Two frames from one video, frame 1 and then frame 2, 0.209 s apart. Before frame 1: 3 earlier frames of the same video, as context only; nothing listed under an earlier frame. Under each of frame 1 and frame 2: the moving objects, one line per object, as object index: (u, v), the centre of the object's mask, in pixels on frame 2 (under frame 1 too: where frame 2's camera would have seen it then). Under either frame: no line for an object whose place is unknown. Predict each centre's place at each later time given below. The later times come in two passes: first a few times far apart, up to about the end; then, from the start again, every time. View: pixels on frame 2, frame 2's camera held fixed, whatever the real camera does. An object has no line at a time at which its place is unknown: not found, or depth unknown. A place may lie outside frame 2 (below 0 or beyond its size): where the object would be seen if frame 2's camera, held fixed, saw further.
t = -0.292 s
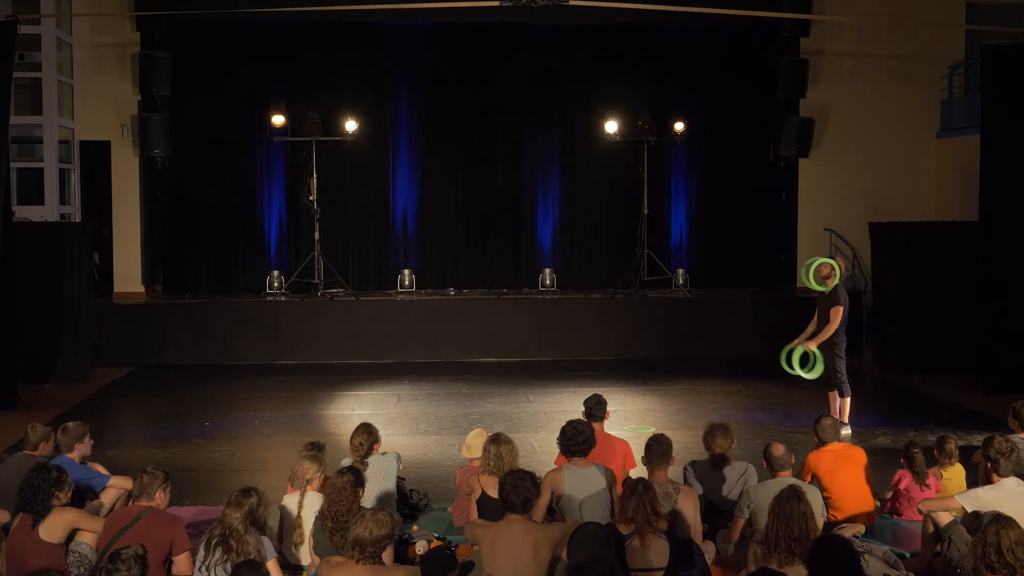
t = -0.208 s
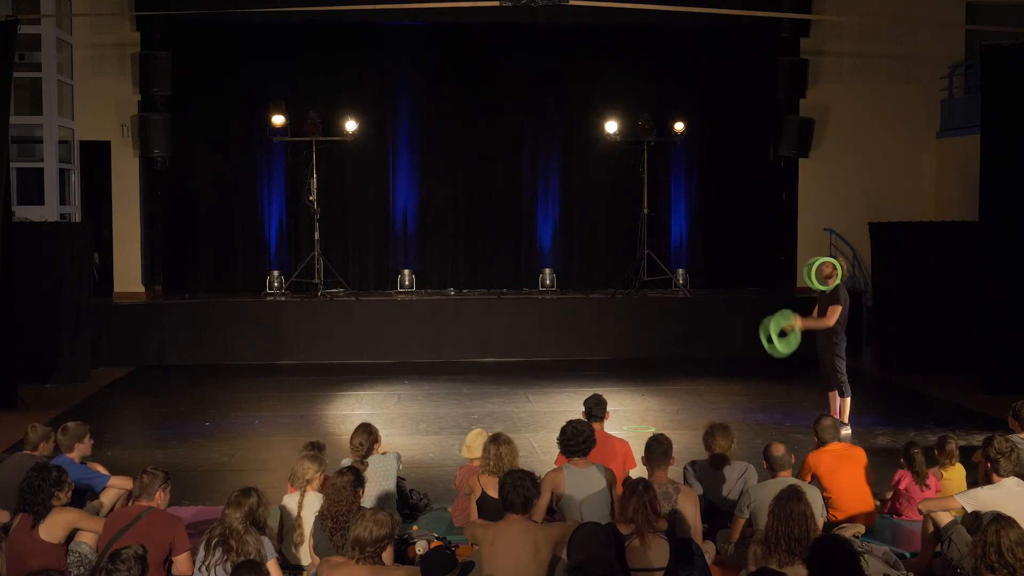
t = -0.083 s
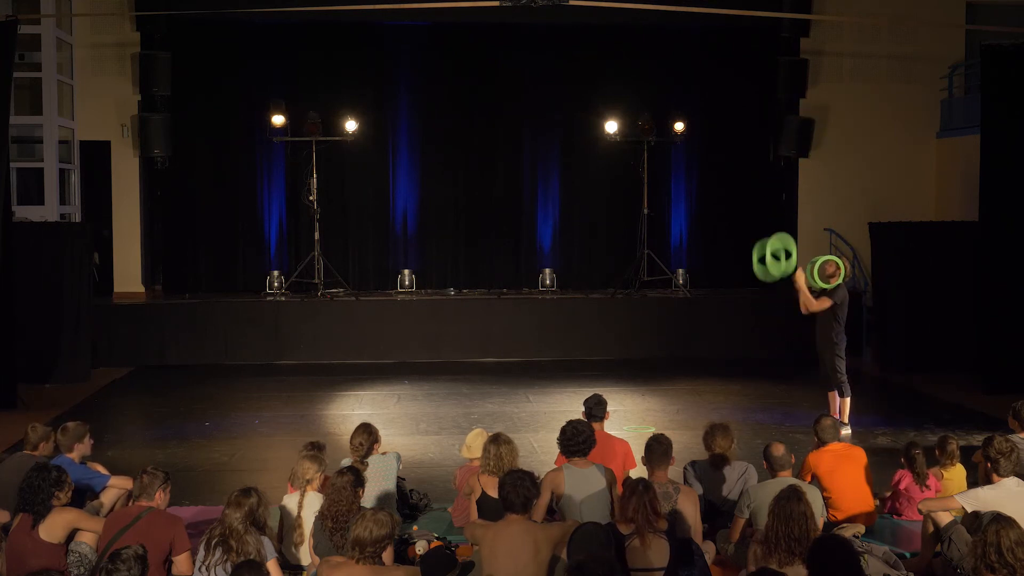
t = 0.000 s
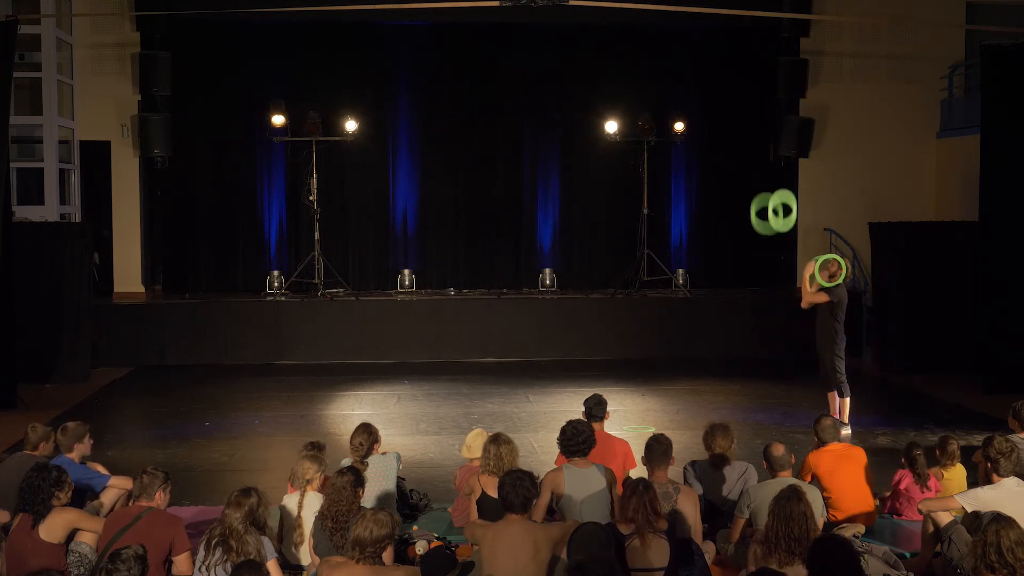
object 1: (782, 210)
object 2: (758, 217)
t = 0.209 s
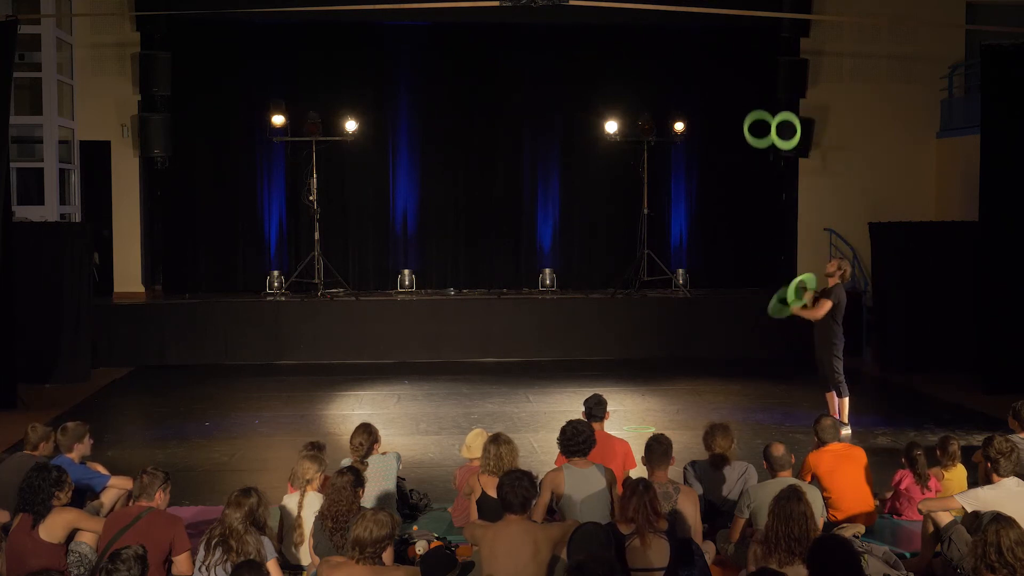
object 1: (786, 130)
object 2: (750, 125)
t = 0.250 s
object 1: (786, 119)
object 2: (757, 117)
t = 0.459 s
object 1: (790, 91)
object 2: (750, 83)
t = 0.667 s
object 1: (793, 107)
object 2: (742, 93)
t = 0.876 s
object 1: (796, 167)
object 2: (733, 146)
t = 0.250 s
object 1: (786, 119)
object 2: (757, 117)
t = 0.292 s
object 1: (787, 110)
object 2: (756, 107)
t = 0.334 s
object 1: (788, 103)
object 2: (755, 98)
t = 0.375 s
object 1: (789, 97)
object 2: (753, 91)
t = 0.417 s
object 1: (789, 93)
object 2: (752, 86)
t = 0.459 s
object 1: (790, 91)
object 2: (750, 83)
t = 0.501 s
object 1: (791, 91)
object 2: (748, 81)
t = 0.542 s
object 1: (791, 93)
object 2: (747, 82)
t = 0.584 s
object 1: (792, 96)
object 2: (745, 84)
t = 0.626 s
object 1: (792, 101)
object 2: (743, 88)
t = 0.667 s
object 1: (793, 107)
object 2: (742, 93)
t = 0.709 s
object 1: (793, 116)
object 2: (740, 100)
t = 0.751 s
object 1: (794, 126)
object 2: (738, 109)
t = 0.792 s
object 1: (795, 138)
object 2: (736, 120)
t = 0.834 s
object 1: (795, 152)
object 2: (735, 132)
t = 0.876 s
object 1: (796, 167)
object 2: (733, 146)
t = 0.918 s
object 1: (796, 185)
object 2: (732, 162)
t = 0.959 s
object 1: (796, 204)
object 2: (730, 180)
